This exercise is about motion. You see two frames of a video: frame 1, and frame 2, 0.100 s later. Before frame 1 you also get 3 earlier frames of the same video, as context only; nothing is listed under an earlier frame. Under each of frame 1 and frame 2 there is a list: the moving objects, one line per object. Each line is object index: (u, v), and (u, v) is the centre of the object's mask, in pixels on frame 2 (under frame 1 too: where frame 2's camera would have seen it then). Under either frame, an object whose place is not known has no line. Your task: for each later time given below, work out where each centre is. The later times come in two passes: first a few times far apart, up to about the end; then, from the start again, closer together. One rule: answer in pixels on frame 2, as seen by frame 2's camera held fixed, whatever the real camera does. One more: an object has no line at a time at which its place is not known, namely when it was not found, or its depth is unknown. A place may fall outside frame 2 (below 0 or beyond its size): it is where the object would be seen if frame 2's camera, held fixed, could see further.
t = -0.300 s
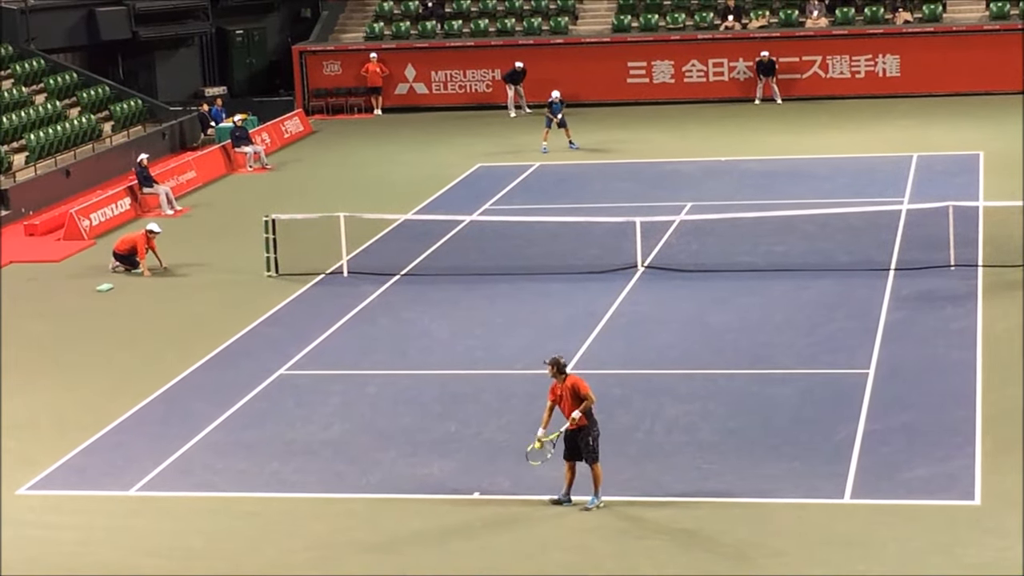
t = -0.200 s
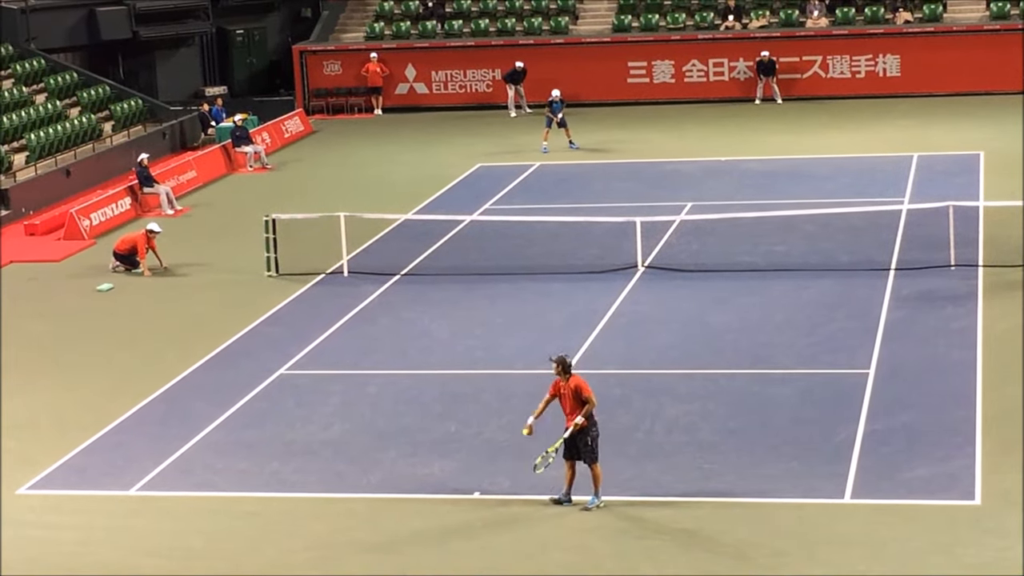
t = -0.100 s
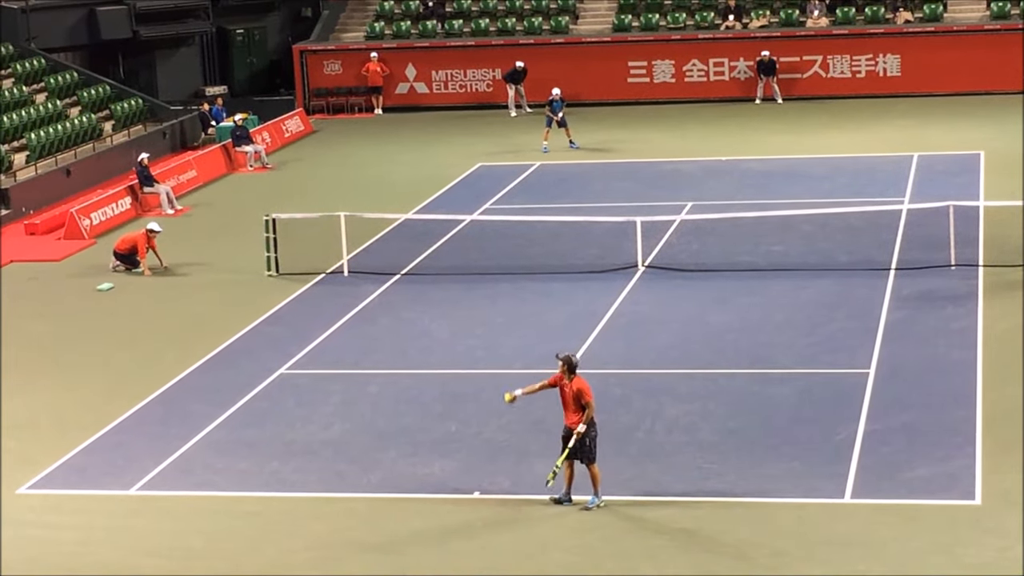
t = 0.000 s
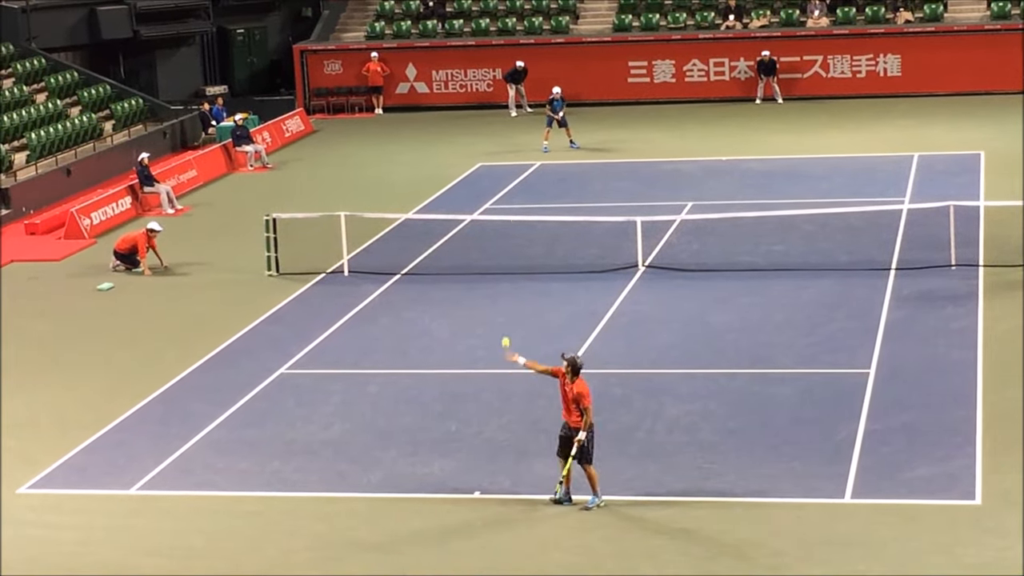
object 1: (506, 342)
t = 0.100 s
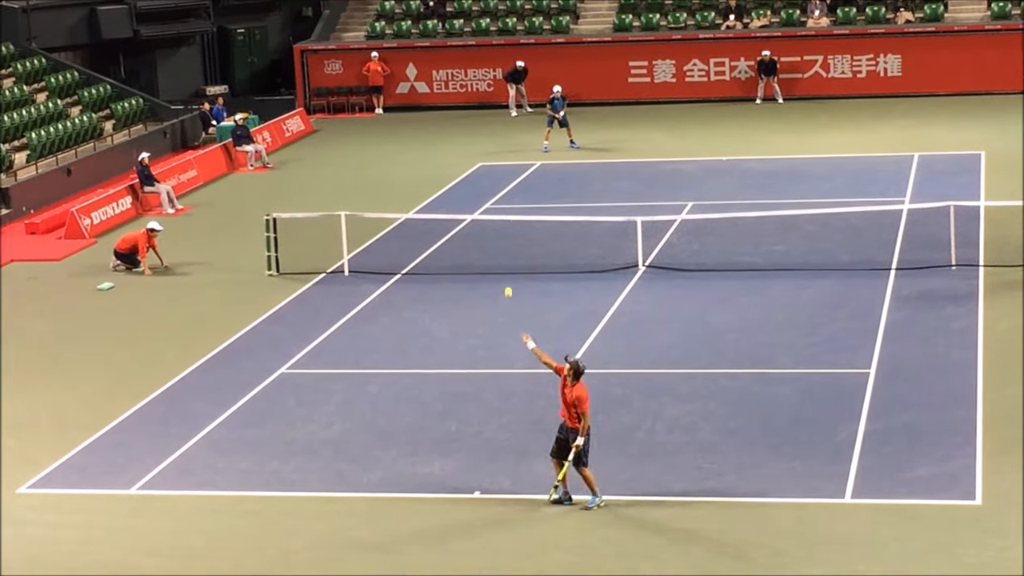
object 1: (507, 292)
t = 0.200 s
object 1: (511, 251)
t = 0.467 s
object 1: (522, 186)
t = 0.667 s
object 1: (531, 179)
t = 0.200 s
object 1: (511, 251)
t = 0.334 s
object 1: (516, 210)
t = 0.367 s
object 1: (517, 203)
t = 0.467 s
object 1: (522, 186)
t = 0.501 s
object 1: (524, 183)
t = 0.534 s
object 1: (525, 180)
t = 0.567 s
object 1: (527, 178)
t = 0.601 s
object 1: (528, 177)
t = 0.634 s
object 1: (530, 178)
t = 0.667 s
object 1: (531, 179)
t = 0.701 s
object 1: (533, 181)
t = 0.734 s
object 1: (535, 185)
